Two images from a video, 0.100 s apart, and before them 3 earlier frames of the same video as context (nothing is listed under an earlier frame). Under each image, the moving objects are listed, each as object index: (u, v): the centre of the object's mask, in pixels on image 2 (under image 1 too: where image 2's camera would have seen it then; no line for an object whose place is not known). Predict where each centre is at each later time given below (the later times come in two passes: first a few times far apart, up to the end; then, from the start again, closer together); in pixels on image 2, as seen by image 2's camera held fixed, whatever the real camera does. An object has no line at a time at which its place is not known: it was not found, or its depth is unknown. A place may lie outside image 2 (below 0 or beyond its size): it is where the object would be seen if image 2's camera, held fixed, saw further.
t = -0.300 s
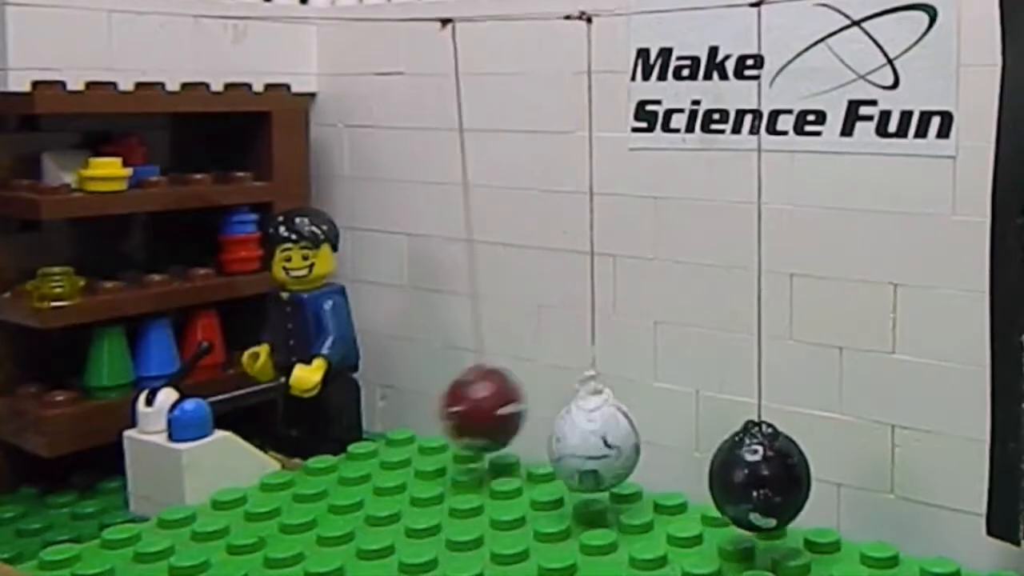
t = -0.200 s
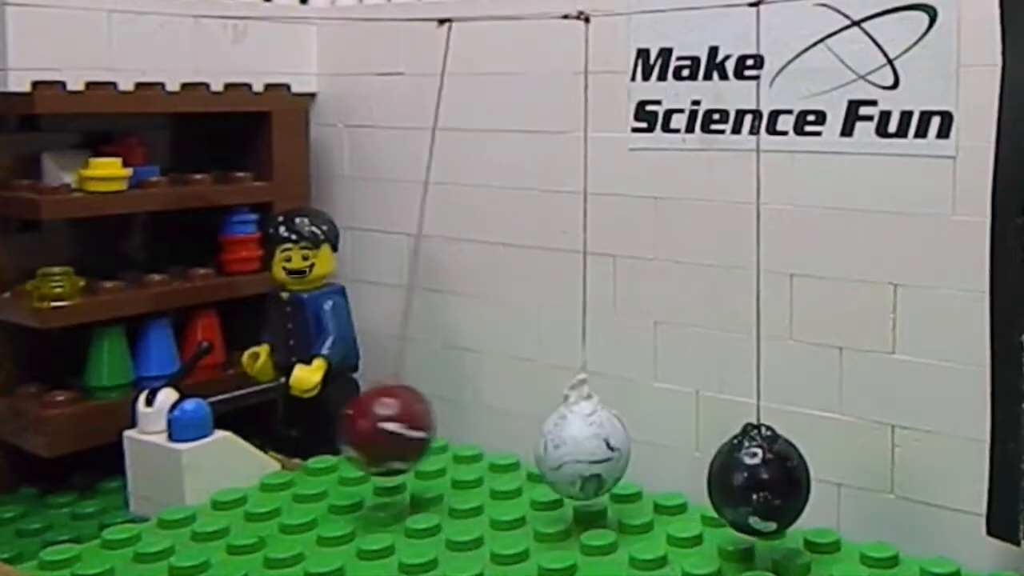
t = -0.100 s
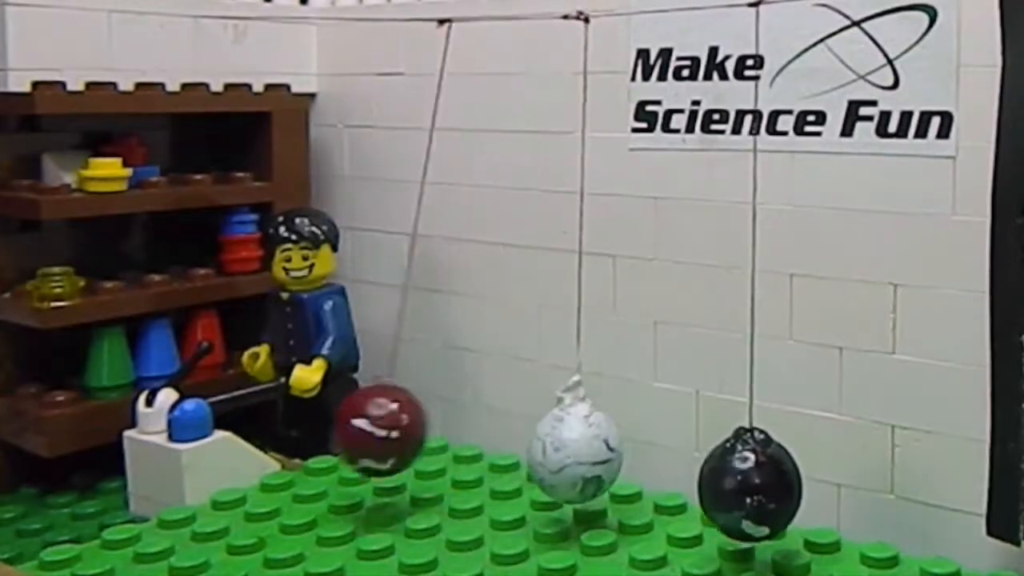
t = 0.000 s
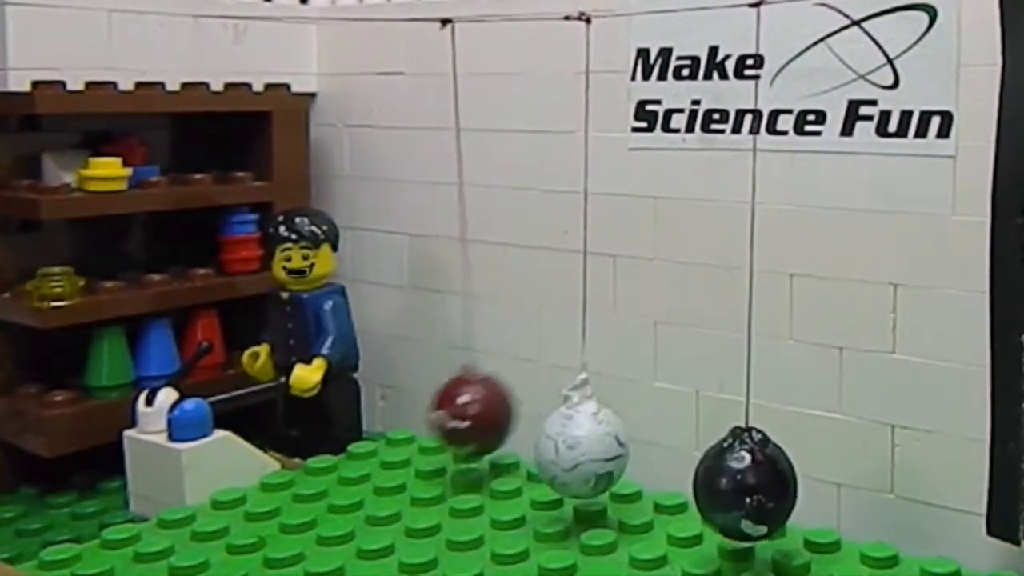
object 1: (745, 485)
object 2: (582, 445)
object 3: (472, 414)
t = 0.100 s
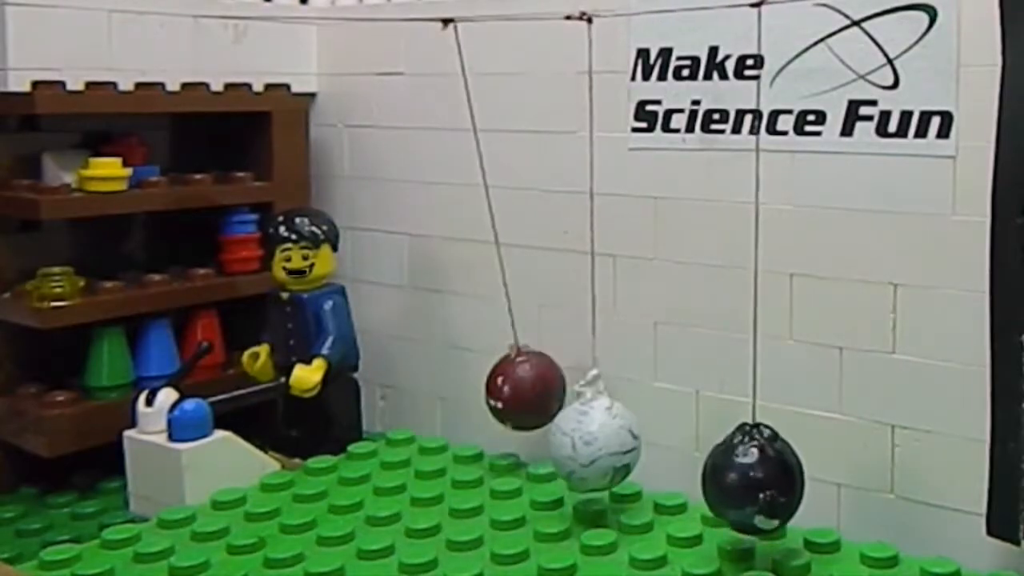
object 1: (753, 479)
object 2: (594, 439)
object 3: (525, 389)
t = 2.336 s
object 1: (749, 485)
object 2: (571, 449)
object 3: (378, 429)
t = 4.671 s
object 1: (786, 465)
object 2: (620, 430)
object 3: (441, 422)
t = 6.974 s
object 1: (737, 492)
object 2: (580, 448)
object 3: (477, 409)
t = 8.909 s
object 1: (715, 498)
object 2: (558, 453)
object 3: (460, 415)
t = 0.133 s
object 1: (757, 477)
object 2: (597, 438)
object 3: (519, 392)
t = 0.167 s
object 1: (760, 478)
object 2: (598, 440)
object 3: (503, 402)
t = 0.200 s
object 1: (763, 477)
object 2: (596, 441)
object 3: (477, 413)
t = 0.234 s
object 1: (764, 477)
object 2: (593, 441)
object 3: (443, 421)
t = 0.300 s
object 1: (760, 481)
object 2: (583, 446)
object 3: (383, 429)
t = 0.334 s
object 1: (756, 482)
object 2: (578, 447)
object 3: (369, 428)
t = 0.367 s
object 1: (751, 486)
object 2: (574, 450)
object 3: (369, 429)
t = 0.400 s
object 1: (747, 488)
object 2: (571, 450)
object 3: (384, 429)
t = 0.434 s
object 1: (744, 487)
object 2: (572, 448)
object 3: (413, 426)
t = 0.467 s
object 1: (743, 488)
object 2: (574, 449)
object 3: (448, 421)
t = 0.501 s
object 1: (743, 488)
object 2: (579, 447)
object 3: (480, 411)
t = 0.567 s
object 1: (750, 481)
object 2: (591, 440)
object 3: (521, 392)
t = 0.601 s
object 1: (755, 480)
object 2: (596, 440)
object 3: (524, 391)
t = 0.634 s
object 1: (760, 476)
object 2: (599, 437)
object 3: (516, 394)
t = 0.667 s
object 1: (764, 475)
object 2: (600, 438)
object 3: (497, 404)
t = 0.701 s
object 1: (767, 476)
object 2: (600, 440)
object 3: (468, 416)
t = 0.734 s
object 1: (767, 475)
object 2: (596, 440)
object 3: (435, 422)
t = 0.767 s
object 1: (765, 477)
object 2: (591, 443)
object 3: (403, 427)
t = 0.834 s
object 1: (756, 482)
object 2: (577, 447)
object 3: (368, 428)
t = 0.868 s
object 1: (750, 484)
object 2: (572, 448)
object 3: (373, 428)
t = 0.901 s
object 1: (744, 488)
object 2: (570, 451)
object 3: (390, 430)
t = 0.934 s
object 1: (740, 488)
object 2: (569, 450)
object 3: (420, 426)
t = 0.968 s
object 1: (739, 487)
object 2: (571, 447)
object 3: (455, 419)
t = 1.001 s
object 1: (740, 487)
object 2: (576, 447)
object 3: (485, 411)
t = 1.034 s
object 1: (744, 485)
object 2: (584, 443)
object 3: (509, 399)
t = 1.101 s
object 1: (757, 479)
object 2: (597, 439)
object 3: (522, 392)
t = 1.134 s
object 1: (763, 476)
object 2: (602, 438)
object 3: (511, 397)
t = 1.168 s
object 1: (767, 473)
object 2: (603, 437)
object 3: (490, 405)
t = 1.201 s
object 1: (770, 474)
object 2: (602, 439)
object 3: (460, 417)
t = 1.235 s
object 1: (769, 475)
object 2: (598, 441)
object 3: (426, 424)
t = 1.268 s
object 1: (766, 476)
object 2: (592, 442)
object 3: (398, 427)
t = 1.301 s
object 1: (761, 480)
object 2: (584, 446)
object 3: (378, 429)
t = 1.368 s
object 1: (747, 486)
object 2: (570, 449)
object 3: (379, 428)
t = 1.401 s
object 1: (740, 488)
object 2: (566, 450)
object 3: (400, 429)
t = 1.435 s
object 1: (736, 490)
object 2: (566, 450)
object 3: (430, 426)
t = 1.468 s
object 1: (736, 488)
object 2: (569, 448)
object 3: (463, 417)
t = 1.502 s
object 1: (738, 487)
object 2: (575, 446)
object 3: (491, 407)
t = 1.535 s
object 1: (744, 485)
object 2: (583, 444)
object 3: (511, 398)
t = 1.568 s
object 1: (751, 480)
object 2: (592, 440)
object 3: (520, 392)
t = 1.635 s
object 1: (766, 475)
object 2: (606, 437)
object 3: (505, 400)
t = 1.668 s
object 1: (771, 472)
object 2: (607, 436)
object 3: (482, 408)
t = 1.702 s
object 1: (773, 471)
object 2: (606, 437)
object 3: (453, 417)
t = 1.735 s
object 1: (772, 474)
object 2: (600, 442)
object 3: (421, 425)
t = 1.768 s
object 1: (767, 476)
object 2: (593, 444)
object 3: (393, 428)
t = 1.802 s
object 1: (760, 479)
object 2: (583, 446)
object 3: (377, 428)
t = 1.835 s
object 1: (752, 485)
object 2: (574, 450)
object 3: (374, 429)
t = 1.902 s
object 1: (737, 488)
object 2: (562, 452)
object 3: (409, 427)
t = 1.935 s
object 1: (733, 490)
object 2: (562, 453)
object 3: (440, 423)
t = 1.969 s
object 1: (733, 490)
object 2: (566, 451)
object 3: (470, 416)
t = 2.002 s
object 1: (737, 486)
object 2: (574, 447)
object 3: (495, 405)
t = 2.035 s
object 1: (744, 485)
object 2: (584, 444)
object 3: (512, 397)
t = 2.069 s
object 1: (753, 480)
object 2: (594, 441)
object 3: (519, 393)
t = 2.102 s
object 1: (762, 475)
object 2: (604, 437)
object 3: (514, 394)
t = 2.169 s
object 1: (775, 471)
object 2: (611, 436)
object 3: (475, 410)
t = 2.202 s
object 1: (776, 470)
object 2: (609, 436)
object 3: (444, 419)
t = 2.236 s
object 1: (774, 472)
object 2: (602, 440)
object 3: (414, 425)
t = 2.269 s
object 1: (767, 477)
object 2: (593, 444)
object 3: (390, 429)
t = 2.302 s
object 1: (759, 480)
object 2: (582, 447)
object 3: (378, 429)
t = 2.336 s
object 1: (749, 485)
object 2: (571, 449)
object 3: (378, 429)
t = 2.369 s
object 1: (740, 490)
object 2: (563, 453)
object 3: (392, 430)
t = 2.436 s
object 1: (729, 491)
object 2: (560, 452)
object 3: (447, 422)
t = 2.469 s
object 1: (730, 491)
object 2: (564, 453)
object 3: (476, 415)
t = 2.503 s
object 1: (736, 489)
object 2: (574, 448)
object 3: (498, 405)
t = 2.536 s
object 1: (745, 484)
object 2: (586, 443)
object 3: (512, 396)
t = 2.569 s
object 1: (755, 481)
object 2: (597, 440)
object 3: (516, 395)
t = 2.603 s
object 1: (765, 476)
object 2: (607, 436)
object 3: (508, 397)
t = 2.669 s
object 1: (777, 471)
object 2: (614, 434)
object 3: (467, 414)
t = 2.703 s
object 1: (777, 471)
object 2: (611, 436)
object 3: (438, 422)
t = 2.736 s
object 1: (774, 473)
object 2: (603, 439)
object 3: (411, 426)
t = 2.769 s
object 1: (766, 478)
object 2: (592, 443)
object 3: (390, 429)
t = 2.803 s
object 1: (756, 483)
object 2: (579, 448)
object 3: (381, 429)
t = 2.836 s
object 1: (745, 486)
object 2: (568, 450)
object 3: (385, 429)
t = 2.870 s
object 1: (735, 490)
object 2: (559, 453)
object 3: (402, 429)
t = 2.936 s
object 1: (725, 492)
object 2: (557, 452)
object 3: (455, 420)
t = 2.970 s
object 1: (728, 491)
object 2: (564, 451)
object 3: (481, 411)
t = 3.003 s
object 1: (735, 490)
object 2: (575, 447)
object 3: (501, 403)
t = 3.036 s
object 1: (745, 485)
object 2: (588, 442)
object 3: (511, 396)
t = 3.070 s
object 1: (757, 480)
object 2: (600, 438)
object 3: (511, 394)
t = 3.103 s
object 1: (768, 475)
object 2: (610, 435)
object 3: (502, 399)
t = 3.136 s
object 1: (776, 470)
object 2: (615, 431)
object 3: (483, 406)
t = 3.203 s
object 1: (779, 470)
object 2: (611, 434)
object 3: (431, 424)
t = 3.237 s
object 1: (774, 472)
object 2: (601, 439)
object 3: (407, 428)
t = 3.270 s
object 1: (765, 476)
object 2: (590, 443)
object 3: (390, 429)
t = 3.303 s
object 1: (753, 483)
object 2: (576, 449)
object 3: (385, 431)
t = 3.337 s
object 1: (741, 489)
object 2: (564, 452)
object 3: (391, 431)
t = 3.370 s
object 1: (731, 490)
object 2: (556, 453)
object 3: (409, 429)
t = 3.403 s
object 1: (724, 493)
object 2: (553, 454)
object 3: (434, 426)
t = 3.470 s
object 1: (727, 491)
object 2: (563, 451)
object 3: (484, 410)
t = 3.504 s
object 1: (736, 489)
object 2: (576, 448)
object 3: (501, 403)
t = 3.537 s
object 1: (748, 485)
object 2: (591, 443)
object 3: (508, 398)
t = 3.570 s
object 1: (761, 478)
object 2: (603, 437)
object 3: (506, 396)
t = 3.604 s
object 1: (772, 473)
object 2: (613, 433)
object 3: (495, 402)
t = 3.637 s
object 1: (779, 469)
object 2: (618, 431)
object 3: (476, 409)
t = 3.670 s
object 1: (782, 466)
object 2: (617, 430)
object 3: (452, 416)
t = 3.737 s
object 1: (774, 472)
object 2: (601, 440)
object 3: (406, 428)
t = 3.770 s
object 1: (763, 477)
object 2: (587, 443)
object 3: (393, 429)
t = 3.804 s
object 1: (750, 483)
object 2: (572, 448)
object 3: (391, 430)
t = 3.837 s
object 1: (738, 489)
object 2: (560, 453)
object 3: (400, 431)
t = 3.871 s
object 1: (727, 491)
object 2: (552, 453)
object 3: (418, 429)
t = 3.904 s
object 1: (721, 493)
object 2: (550, 453)
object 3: (442, 424)
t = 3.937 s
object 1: (721, 494)
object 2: (554, 454)
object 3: (466, 419)
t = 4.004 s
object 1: (738, 488)
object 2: (579, 446)
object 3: (500, 402)
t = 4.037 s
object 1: (751, 484)
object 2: (594, 442)
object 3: (504, 399)
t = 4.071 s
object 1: (764, 477)
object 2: (607, 437)
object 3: (500, 400)
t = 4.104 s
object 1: (775, 471)
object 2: (616, 431)
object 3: (487, 404)
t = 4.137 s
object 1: (782, 467)
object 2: (620, 430)
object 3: (469, 412)
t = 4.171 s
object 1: (784, 465)
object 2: (618, 430)
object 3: (446, 419)
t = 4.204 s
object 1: (781, 466)
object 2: (611, 433)
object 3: (424, 424)
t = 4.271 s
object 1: (761, 479)
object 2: (584, 445)
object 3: (397, 430)
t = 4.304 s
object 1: (747, 484)
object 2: (569, 449)
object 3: (397, 429)
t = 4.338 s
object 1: (734, 490)
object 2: (556, 453)
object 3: (408, 430)
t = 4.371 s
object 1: (723, 494)
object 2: (549, 454)
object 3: (427, 428)
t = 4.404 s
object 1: (718, 494)
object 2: (548, 453)
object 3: (450, 422)
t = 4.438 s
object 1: (719, 495)
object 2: (554, 453)
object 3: (471, 416)
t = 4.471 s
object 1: (727, 493)
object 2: (565, 451)
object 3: (488, 408)
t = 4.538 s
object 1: (754, 483)
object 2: (598, 441)
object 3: (499, 399)
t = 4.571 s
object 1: (767, 477)
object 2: (611, 435)
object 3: (493, 402)
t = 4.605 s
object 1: (778, 469)
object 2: (620, 430)
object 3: (480, 406)
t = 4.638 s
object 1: (785, 465)
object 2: (623, 427)
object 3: (462, 414)
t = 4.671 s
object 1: (786, 465)
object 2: (620, 430)
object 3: (441, 422)
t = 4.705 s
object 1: (781, 467)
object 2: (611, 433)
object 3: (421, 426)
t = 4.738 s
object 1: (772, 472)
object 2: (597, 440)
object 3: (407, 429)
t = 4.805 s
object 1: (743, 486)
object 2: (567, 451)
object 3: (404, 431)
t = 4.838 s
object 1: (730, 491)
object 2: (554, 454)
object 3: (416, 430)
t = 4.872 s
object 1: (720, 495)
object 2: (547, 455)
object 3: (434, 427)
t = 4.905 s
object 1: (716, 496)
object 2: (547, 455)
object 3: (454, 422)
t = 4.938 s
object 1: (719, 494)
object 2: (554, 454)
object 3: (473, 415)
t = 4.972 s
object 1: (728, 493)
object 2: (566, 452)
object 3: (487, 408)
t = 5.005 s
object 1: (742, 489)
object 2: (584, 446)
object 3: (494, 403)
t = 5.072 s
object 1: (771, 474)
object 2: (614, 434)
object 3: (487, 404)
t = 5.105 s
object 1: (782, 468)
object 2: (622, 430)
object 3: (474, 409)
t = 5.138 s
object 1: (788, 463)
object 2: (624, 428)
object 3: (457, 414)
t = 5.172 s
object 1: (788, 462)
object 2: (620, 430)
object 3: (437, 421)
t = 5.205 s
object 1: (782, 466)
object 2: (609, 435)
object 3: (421, 426)
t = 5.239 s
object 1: (771, 472)
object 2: (594, 441)
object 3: (409, 428)
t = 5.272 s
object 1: (757, 480)
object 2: (577, 447)
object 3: (406, 430)
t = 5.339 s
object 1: (727, 491)
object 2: (549, 454)
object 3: (424, 428)
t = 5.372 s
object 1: (718, 494)
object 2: (544, 455)
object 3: (441, 425)
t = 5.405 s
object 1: (715, 496)
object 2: (545, 456)
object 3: (459, 420)
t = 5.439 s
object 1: (720, 494)
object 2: (555, 454)
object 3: (475, 413)
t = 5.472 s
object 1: (730, 492)
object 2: (569, 450)
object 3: (486, 407)
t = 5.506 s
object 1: (745, 488)
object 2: (588, 446)
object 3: (490, 404)
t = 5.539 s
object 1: (761, 480)
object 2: (604, 441)
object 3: (489, 404)
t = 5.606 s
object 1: (785, 465)
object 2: (624, 429)
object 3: (467, 413)
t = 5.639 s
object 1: (790, 460)
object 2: (624, 426)
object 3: (451, 419)
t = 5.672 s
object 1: (788, 460)
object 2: (619, 429)
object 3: (434, 423)
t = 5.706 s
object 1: (781, 465)
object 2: (607, 436)
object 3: (420, 428)
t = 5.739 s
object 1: (769, 472)
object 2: (591, 442)
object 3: (412, 430)
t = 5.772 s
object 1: (754, 480)
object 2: (574, 448)
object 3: (411, 430)
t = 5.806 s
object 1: (737, 488)
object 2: (559, 452)
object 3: (418, 430)
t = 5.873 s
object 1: (716, 494)
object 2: (544, 455)
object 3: (446, 424)
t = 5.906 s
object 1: (714, 495)
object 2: (546, 455)
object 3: (462, 419)
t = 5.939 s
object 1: (720, 495)
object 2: (557, 453)
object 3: (475, 413)
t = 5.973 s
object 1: (732, 491)
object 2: (572, 448)
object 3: (484, 407)
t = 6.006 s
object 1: (748, 486)
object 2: (591, 443)
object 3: (486, 405)
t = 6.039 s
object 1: (765, 479)
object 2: (606, 437)
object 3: (483, 406)
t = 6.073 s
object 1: (778, 469)
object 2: (618, 429)
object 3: (474, 409)
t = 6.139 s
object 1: (791, 459)
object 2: (624, 425)
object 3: (447, 420)
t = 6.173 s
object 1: (788, 459)
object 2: (618, 428)
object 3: (433, 424)
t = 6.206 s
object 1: (780, 464)
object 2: (605, 434)
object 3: (422, 427)
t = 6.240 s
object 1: (767, 474)
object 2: (589, 443)
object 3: (416, 430)
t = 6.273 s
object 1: (751, 482)
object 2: (571, 449)
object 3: (418, 430)
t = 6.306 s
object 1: (734, 488)
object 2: (555, 454)
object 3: (425, 428)
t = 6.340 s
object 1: (720, 494)
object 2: (545, 455)
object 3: (437, 426)
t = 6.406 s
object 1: (713, 495)
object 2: (547, 454)
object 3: (465, 416)
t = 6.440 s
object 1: (721, 495)
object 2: (559, 454)
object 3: (475, 412)
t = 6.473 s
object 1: (734, 491)
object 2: (577, 449)
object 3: (481, 408)
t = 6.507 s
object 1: (751, 485)
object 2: (595, 441)
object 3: (481, 406)
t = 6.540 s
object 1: (768, 477)
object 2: (610, 435)
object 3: (477, 408)
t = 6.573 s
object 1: (781, 467)
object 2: (621, 428)
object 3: (468, 412)
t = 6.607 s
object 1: (790, 460)
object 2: (626, 424)
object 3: (457, 416)
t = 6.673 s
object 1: (788, 460)
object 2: (617, 429)
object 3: (432, 425)
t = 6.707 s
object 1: (778, 465)
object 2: (602, 436)
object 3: (425, 427)
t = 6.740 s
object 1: (764, 474)
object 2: (585, 443)
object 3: (422, 429)
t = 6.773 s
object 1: (747, 485)
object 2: (567, 451)
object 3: (424, 429)
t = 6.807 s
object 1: (731, 490)
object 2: (553, 454)
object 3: (432, 427)
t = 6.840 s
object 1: (718, 495)
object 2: (543, 456)
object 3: (442, 424)
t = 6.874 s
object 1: (711, 497)
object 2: (540, 456)
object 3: (454, 420)
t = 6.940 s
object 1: (722, 495)
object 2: (561, 453)
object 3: (473, 411)
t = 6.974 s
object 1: (737, 492)
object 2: (580, 448)
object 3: (477, 409)
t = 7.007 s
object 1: (754, 484)
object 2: (597, 441)
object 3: (476, 408)
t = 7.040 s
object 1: (771, 474)
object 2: (612, 433)
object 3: (471, 409)
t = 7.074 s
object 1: (783, 466)
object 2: (622, 427)
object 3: (463, 414)
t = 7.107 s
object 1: (791, 459)
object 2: (626, 424)
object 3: (452, 418)
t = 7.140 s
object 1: (792, 456)
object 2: (623, 424)
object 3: (442, 422)
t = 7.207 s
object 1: (776, 467)
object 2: (600, 437)
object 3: (428, 427)
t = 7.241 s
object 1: (761, 476)
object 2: (582, 444)
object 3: (427, 428)
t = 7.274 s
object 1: (743, 486)
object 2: (564, 451)
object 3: (430, 428)
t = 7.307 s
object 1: (727, 492)
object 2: (550, 454)
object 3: (438, 426)
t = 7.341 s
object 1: (715, 495)
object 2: (542, 455)
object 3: (447, 422)
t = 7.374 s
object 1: (710, 498)
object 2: (542, 455)
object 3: (457, 419)
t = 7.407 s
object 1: (712, 498)
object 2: (549, 455)
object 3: (465, 415)
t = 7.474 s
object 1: (739, 491)
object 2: (582, 447)
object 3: (473, 410)
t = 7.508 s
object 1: (757, 484)
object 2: (599, 441)
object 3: (471, 410)
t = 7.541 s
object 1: (773, 473)
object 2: (614, 431)
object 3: (466, 412)
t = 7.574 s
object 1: (785, 463)
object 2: (623, 426)
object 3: (458, 416)
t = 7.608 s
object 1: (792, 457)
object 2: (626, 424)
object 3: (450, 420)
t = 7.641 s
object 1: (792, 455)
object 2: (622, 425)
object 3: (441, 423)
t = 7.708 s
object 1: (774, 469)
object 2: (597, 441)
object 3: (432, 427)
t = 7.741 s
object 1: (758, 478)
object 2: (580, 446)
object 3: (432, 427)
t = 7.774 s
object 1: (740, 487)
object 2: (561, 452)
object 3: (437, 426)
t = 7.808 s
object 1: (724, 494)
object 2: (548, 456)
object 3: (443, 425)
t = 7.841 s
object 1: (713, 496)
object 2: (541, 455)
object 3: (451, 421)
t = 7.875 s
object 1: (709, 498)
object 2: (542, 455)
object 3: (458, 417)
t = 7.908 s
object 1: (713, 498)
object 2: (552, 455)
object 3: (464, 415)
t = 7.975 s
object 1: (742, 490)
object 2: (585, 445)
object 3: (468, 412)
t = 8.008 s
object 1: (760, 483)
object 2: (602, 440)
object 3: (465, 413)
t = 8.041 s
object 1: (776, 471)
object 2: (617, 431)
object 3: (460, 415)
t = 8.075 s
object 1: (787, 461)
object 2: (625, 425)
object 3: (454, 418)
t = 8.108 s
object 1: (793, 455)
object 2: (626, 424)
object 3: (447, 421)
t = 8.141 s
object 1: (792, 455)
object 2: (621, 426)
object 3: (441, 424)
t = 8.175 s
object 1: (784, 460)
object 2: (611, 432)
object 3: (437, 425)
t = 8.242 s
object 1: (755, 480)
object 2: (576, 449)
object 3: (438, 427)
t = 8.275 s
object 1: (737, 488)
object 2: (559, 453)
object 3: (442, 425)
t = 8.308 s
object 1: (721, 495)
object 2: (547, 456)
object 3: (448, 423)
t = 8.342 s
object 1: (710, 498)
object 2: (540, 456)
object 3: (453, 420)
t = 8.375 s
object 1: (708, 499)
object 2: (543, 456)
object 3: (459, 417)
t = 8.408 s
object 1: (714, 498)
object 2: (554, 455)
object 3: (462, 415)
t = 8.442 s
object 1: (727, 496)
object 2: (570, 451)
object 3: (463, 415)
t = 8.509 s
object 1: (763, 480)
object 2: (605, 438)
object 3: (460, 416)
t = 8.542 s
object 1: (778, 469)
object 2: (618, 430)
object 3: (455, 418)
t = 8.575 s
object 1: (789, 459)
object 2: (625, 425)
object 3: (450, 420)
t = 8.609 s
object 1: (793, 453)
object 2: (626, 424)
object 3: (446, 422)
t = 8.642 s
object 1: (791, 455)
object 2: (620, 428)
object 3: (442, 424)
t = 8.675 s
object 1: (783, 461)
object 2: (608, 434)
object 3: (440, 425)
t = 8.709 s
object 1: (769, 471)
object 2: (593, 442)
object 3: (441, 425)
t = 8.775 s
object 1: (734, 490)
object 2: (558, 453)
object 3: (447, 423)
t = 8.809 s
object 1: (718, 496)
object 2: (546, 455)
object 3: (451, 421)
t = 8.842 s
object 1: (709, 499)
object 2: (542, 456)
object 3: (455, 419)
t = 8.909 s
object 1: (715, 498)
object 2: (558, 453)
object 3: (460, 415)
